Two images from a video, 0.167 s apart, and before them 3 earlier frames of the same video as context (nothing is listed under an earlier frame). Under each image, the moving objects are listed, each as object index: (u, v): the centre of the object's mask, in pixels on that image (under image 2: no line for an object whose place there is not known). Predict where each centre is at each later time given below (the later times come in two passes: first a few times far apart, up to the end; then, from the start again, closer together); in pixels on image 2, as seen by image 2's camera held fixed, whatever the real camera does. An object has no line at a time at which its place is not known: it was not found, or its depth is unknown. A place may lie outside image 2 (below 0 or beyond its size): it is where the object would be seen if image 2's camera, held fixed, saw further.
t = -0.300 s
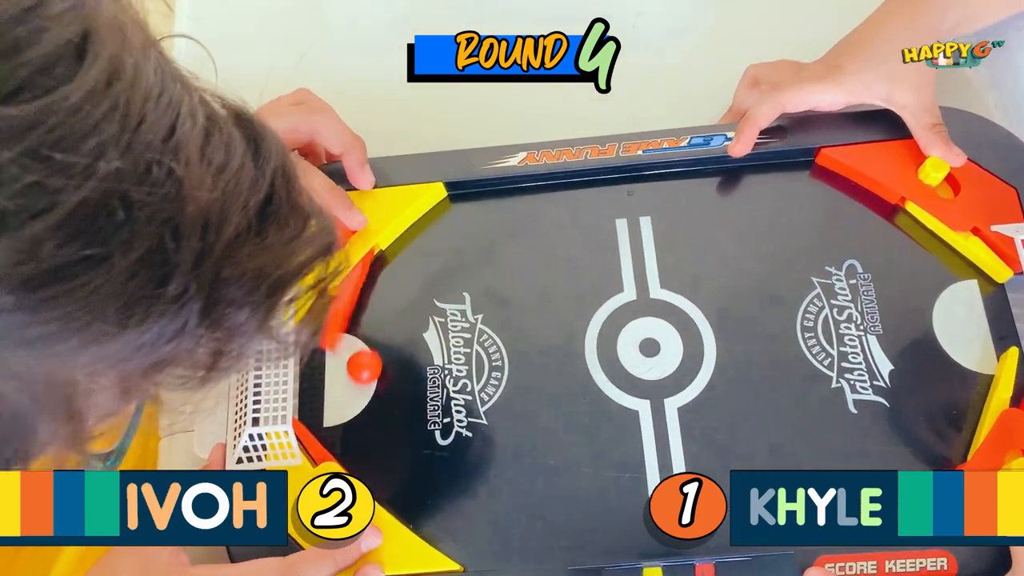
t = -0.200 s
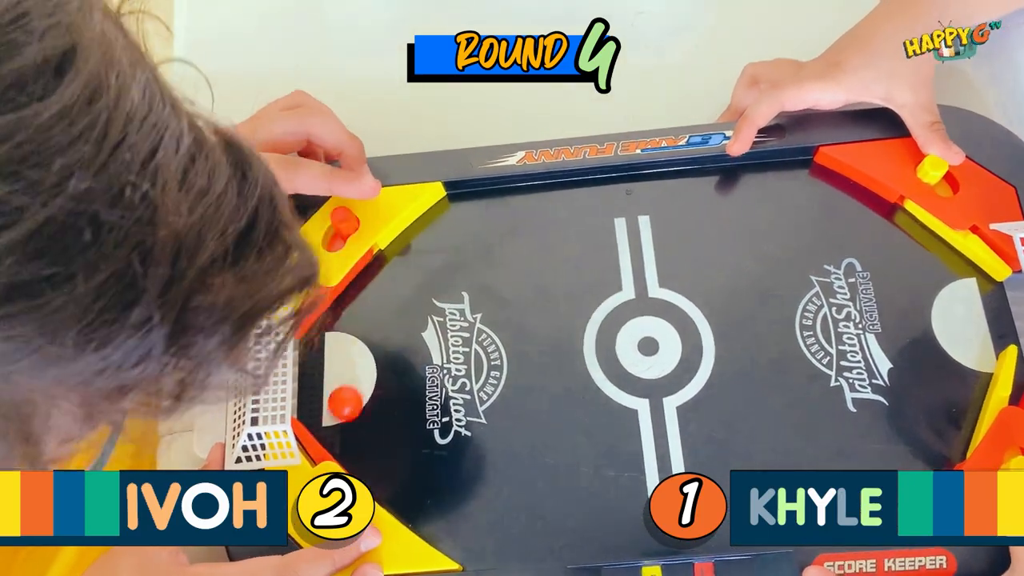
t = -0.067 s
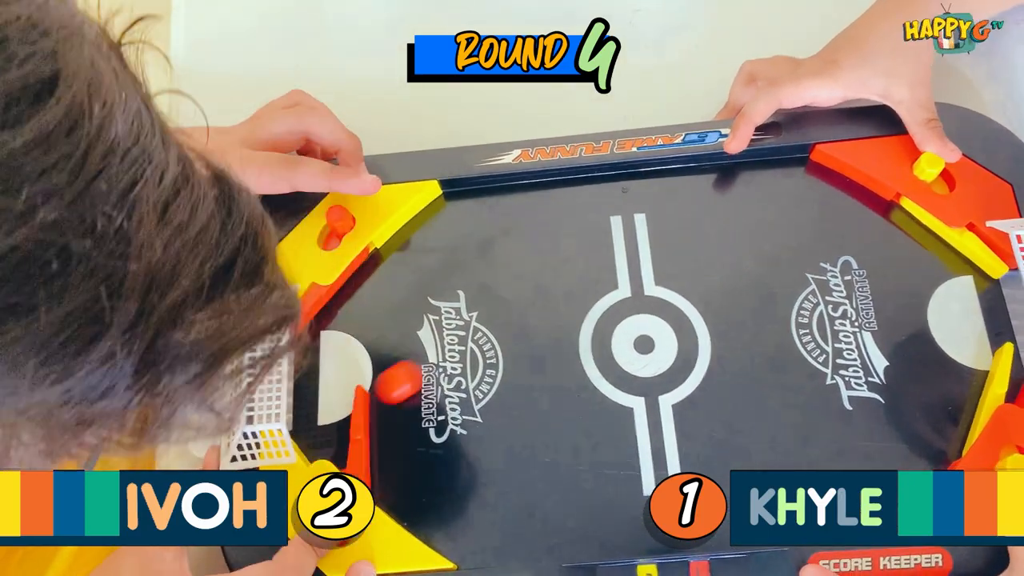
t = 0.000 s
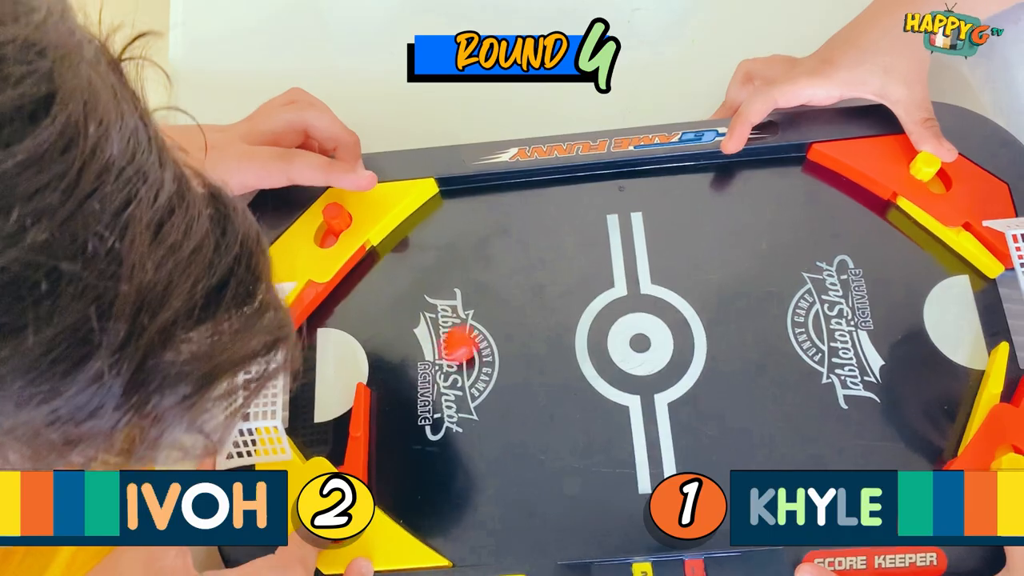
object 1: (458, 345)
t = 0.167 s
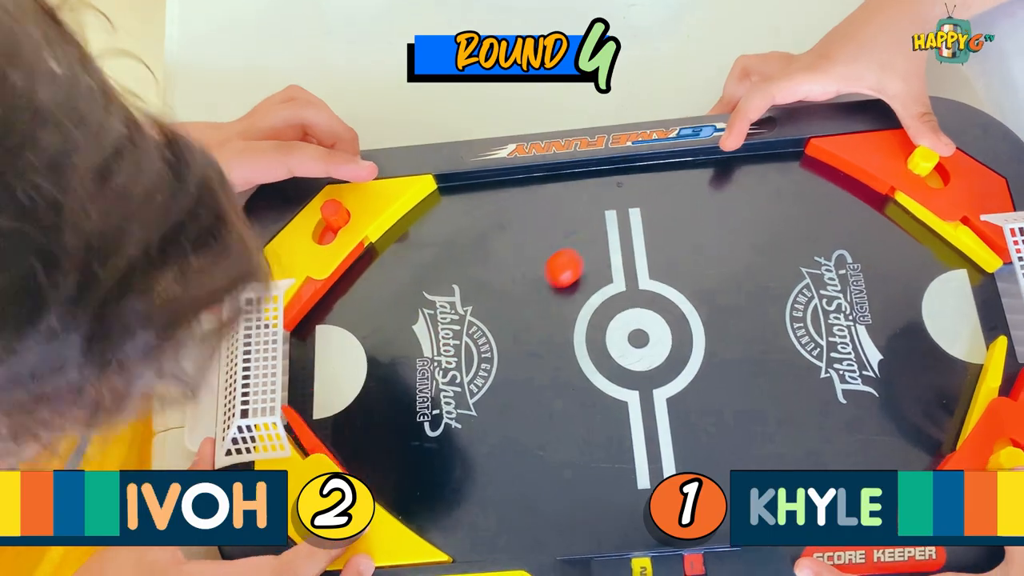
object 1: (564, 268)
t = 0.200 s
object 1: (582, 253)
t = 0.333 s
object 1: (648, 193)
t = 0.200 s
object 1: (582, 253)
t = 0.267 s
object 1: (615, 223)
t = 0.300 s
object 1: (633, 209)
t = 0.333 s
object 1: (648, 193)
